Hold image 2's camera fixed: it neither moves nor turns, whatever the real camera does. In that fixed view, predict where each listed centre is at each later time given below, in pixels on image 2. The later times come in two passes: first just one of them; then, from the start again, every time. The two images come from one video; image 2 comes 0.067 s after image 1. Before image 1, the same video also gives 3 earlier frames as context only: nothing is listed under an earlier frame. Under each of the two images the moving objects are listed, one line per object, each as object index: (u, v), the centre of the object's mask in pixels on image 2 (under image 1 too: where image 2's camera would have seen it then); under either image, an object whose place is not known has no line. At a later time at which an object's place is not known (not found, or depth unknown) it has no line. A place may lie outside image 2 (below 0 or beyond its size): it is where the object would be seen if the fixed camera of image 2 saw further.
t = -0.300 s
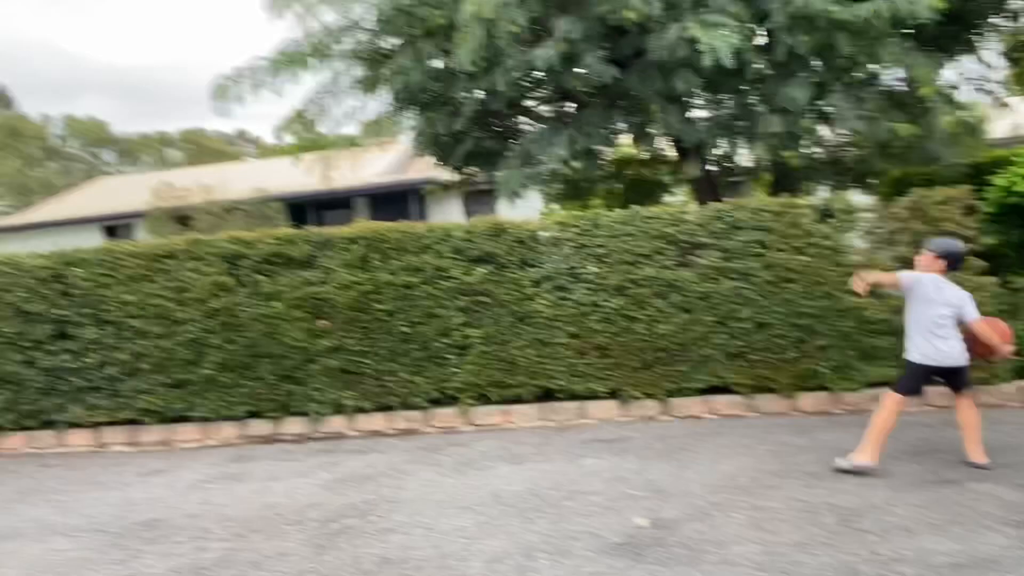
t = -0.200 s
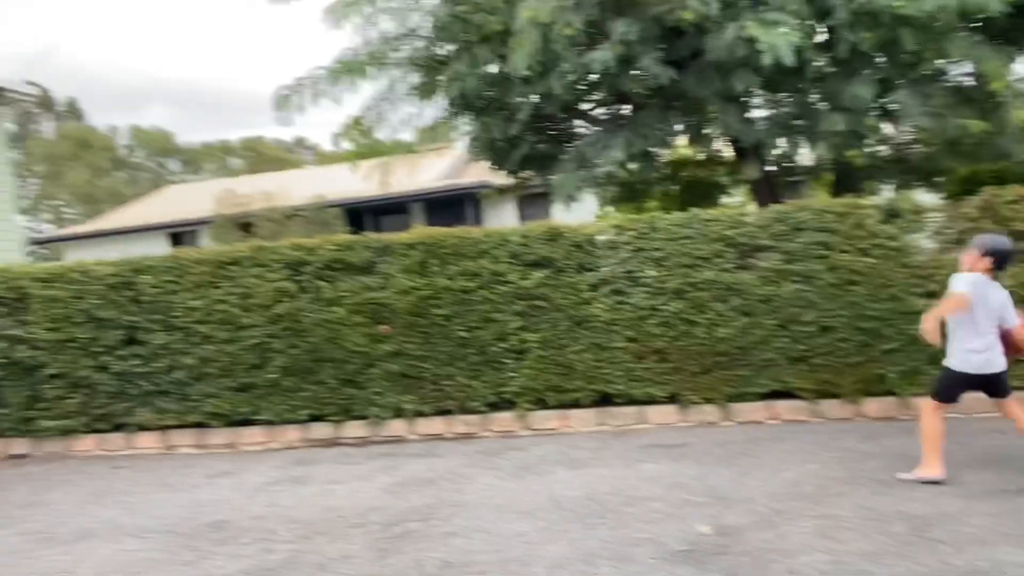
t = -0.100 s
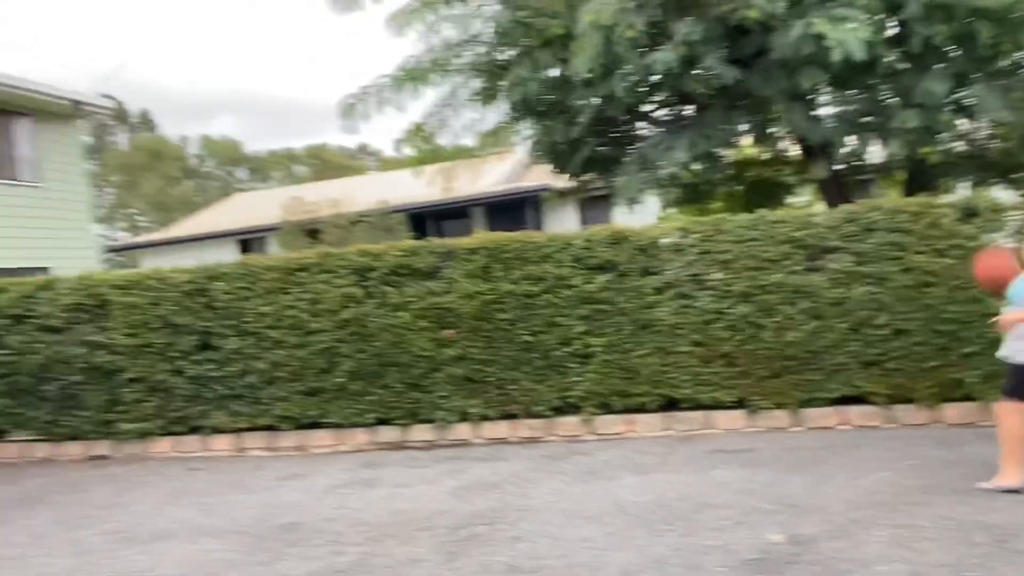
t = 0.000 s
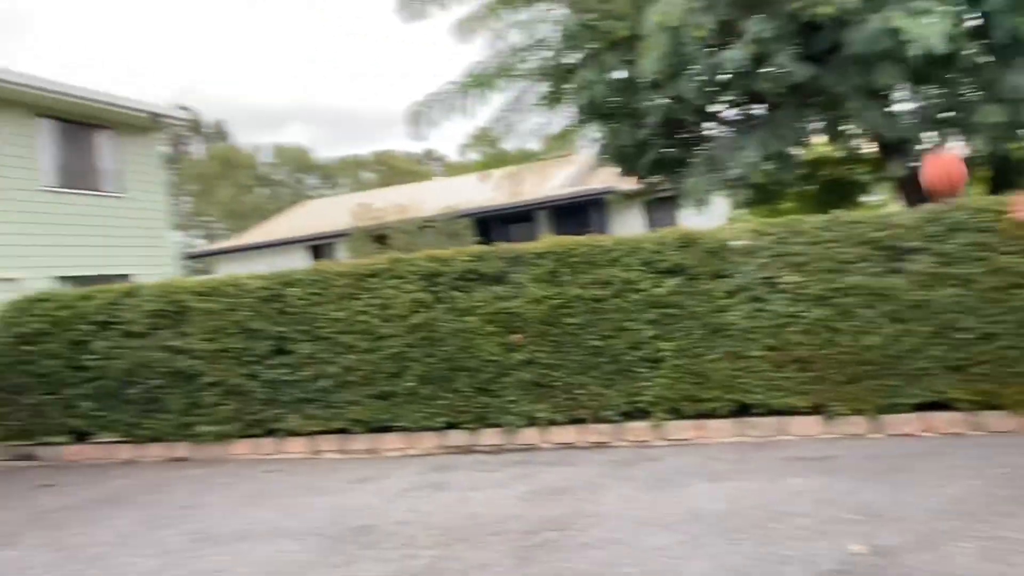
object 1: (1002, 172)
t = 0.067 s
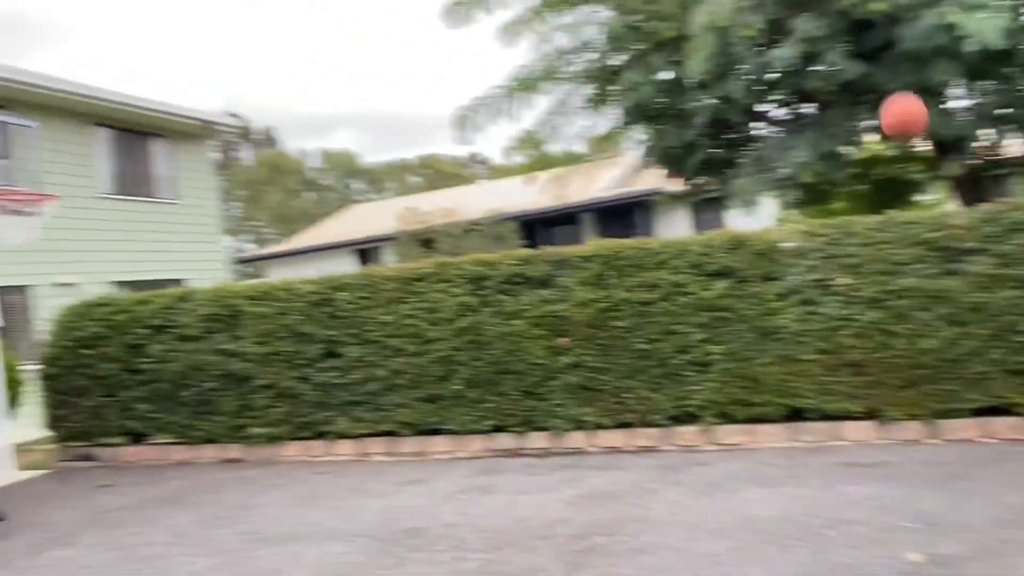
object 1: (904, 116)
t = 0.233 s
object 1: (682, 22)
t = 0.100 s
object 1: (857, 92)
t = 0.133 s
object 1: (811, 72)
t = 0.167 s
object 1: (767, 53)
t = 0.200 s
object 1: (725, 37)
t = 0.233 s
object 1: (682, 22)
